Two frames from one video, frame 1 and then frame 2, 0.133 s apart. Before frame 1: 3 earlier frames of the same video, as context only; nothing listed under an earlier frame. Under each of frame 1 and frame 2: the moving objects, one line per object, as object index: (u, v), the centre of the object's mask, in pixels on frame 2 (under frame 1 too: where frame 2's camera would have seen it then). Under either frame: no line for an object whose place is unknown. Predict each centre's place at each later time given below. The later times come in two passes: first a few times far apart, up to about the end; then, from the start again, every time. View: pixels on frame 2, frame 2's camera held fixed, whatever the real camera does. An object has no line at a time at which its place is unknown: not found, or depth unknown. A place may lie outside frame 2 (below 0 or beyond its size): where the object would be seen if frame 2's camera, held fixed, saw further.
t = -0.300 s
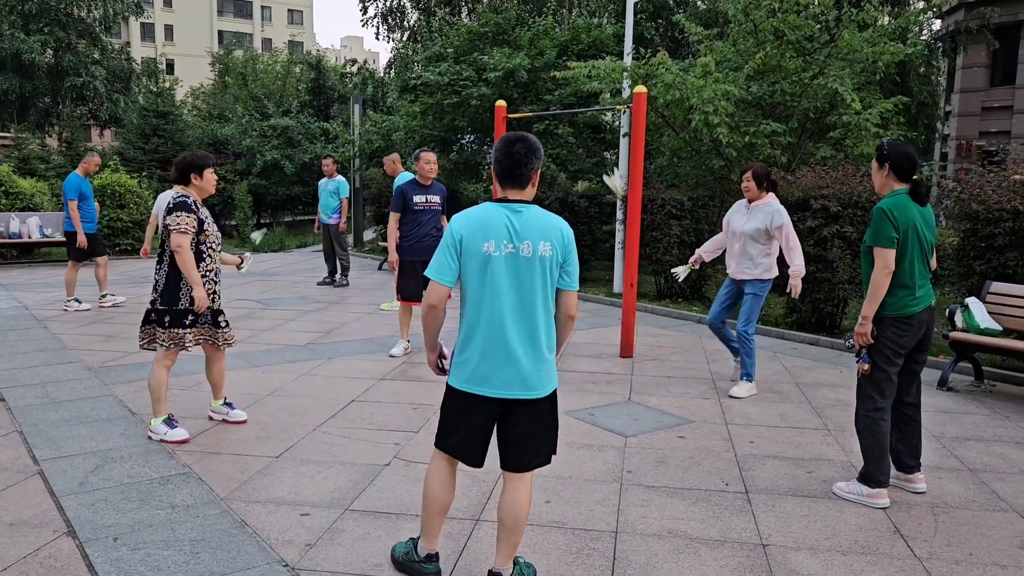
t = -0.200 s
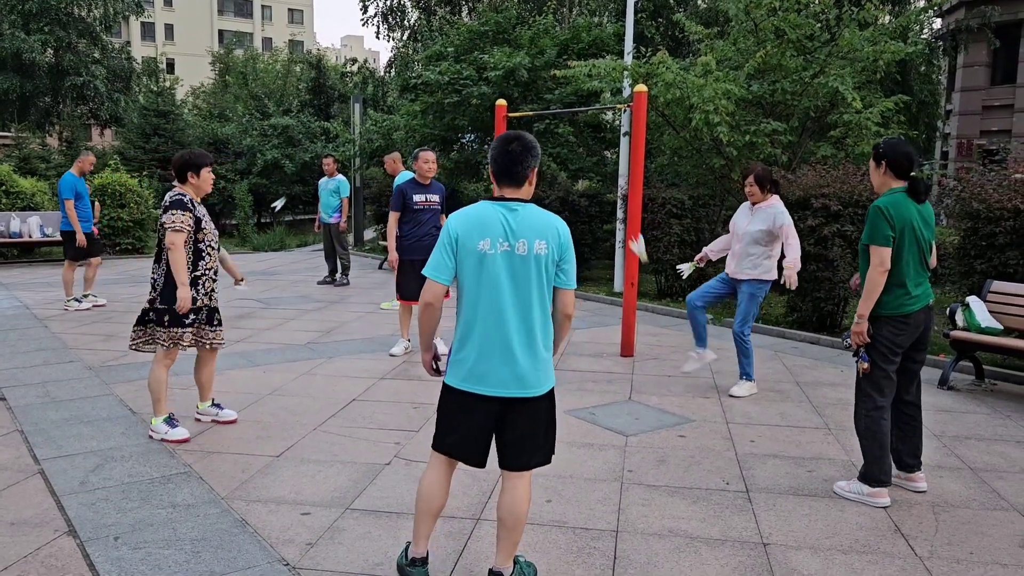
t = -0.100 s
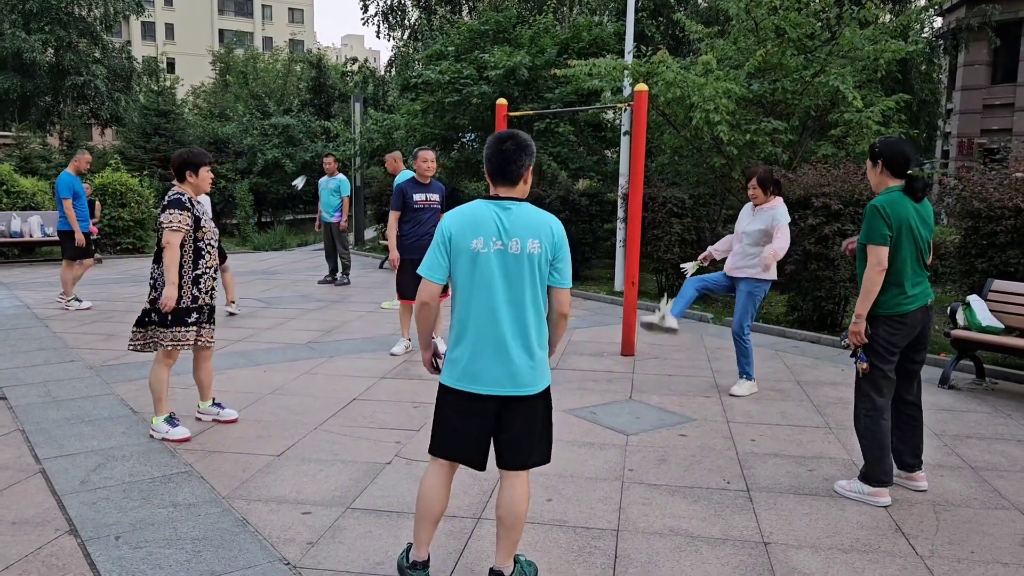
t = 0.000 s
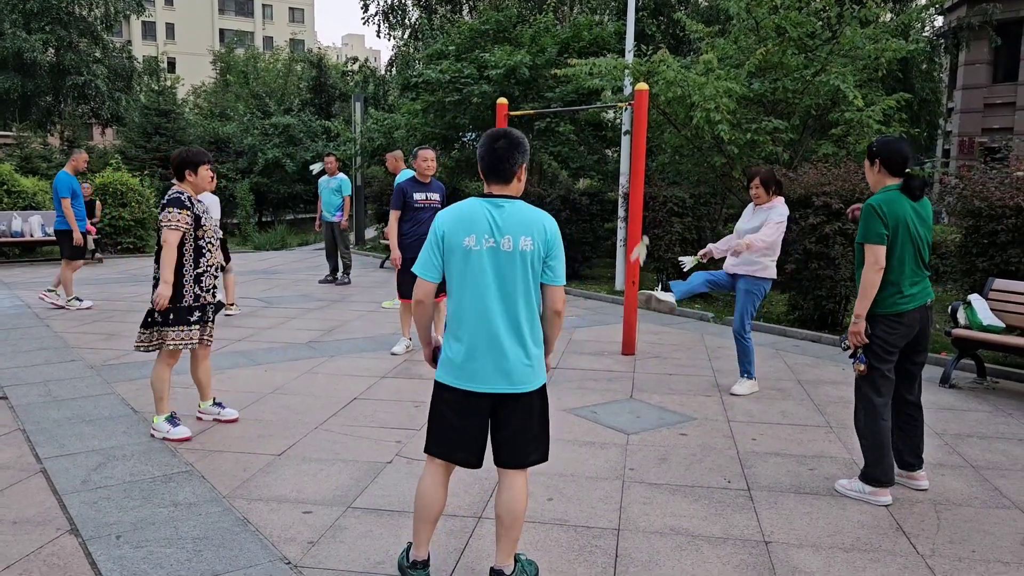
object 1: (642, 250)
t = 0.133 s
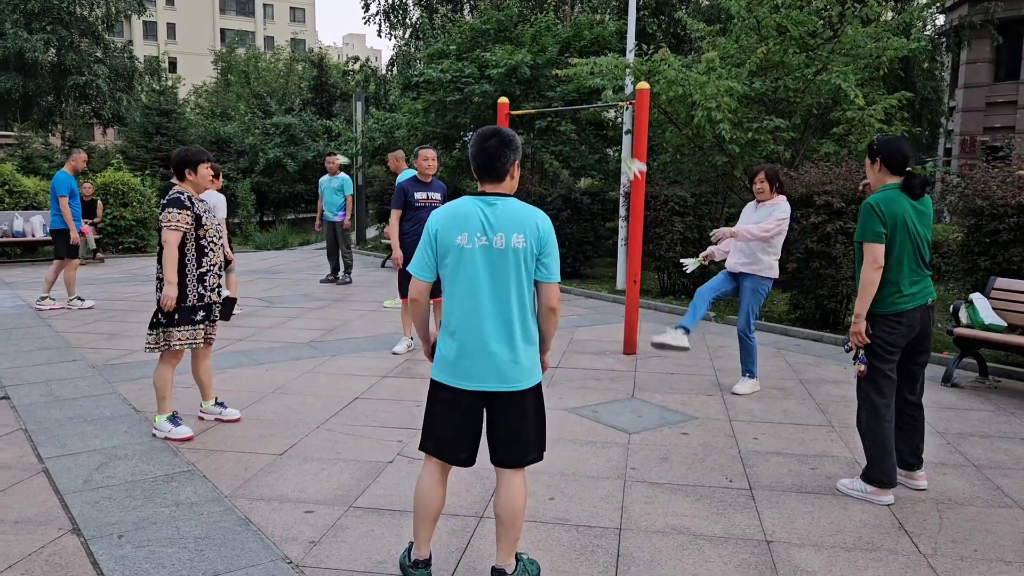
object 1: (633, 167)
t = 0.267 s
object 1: (604, 104)
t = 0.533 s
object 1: (540, 48)
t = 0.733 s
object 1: (461, 113)
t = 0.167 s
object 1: (627, 147)
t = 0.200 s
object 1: (620, 131)
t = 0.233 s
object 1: (611, 117)
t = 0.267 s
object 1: (604, 104)
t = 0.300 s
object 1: (595, 92)
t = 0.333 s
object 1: (587, 82)
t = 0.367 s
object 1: (579, 73)
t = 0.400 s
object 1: (572, 65)
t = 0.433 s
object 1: (564, 59)
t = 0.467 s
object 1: (557, 53)
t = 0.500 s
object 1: (549, 50)
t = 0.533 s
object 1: (540, 48)
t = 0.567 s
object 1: (529, 50)
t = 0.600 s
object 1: (519, 54)
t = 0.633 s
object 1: (506, 62)
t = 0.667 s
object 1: (493, 74)
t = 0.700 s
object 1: (477, 91)
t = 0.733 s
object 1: (461, 113)
